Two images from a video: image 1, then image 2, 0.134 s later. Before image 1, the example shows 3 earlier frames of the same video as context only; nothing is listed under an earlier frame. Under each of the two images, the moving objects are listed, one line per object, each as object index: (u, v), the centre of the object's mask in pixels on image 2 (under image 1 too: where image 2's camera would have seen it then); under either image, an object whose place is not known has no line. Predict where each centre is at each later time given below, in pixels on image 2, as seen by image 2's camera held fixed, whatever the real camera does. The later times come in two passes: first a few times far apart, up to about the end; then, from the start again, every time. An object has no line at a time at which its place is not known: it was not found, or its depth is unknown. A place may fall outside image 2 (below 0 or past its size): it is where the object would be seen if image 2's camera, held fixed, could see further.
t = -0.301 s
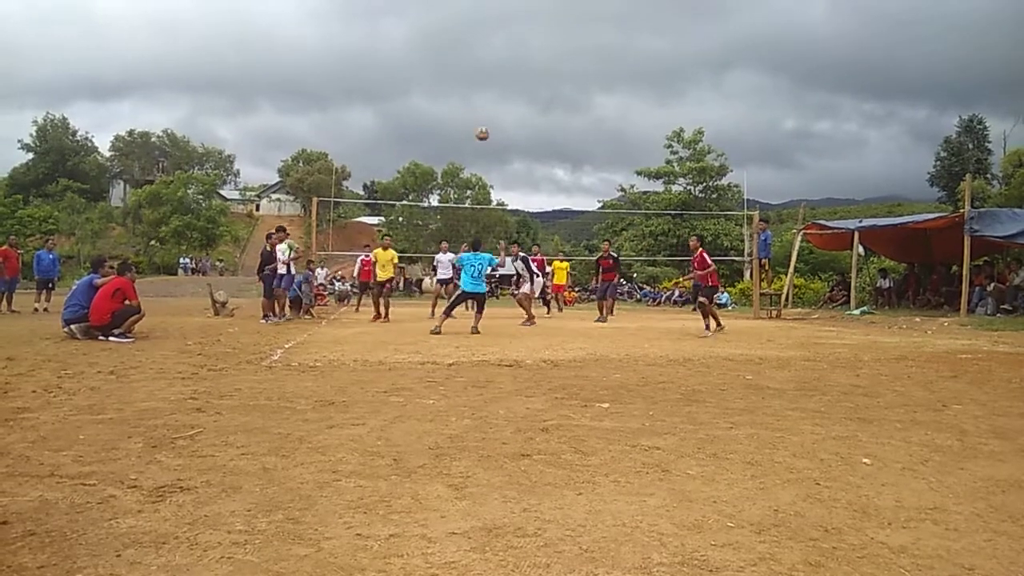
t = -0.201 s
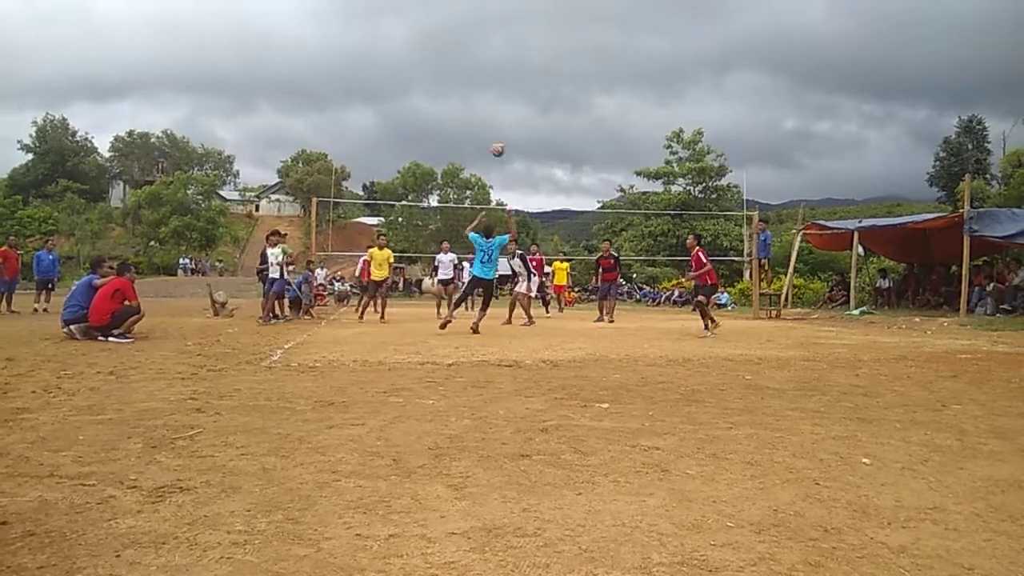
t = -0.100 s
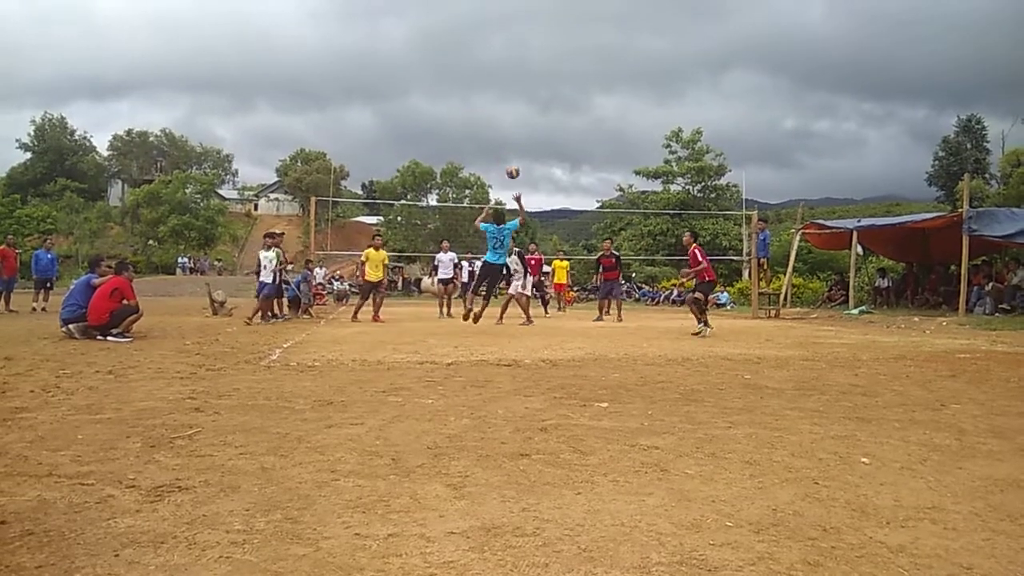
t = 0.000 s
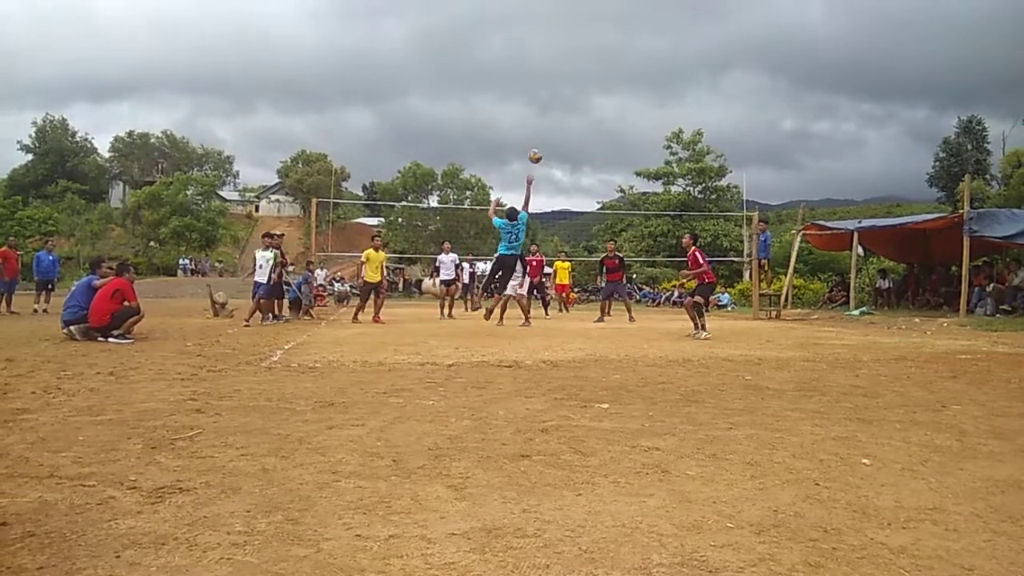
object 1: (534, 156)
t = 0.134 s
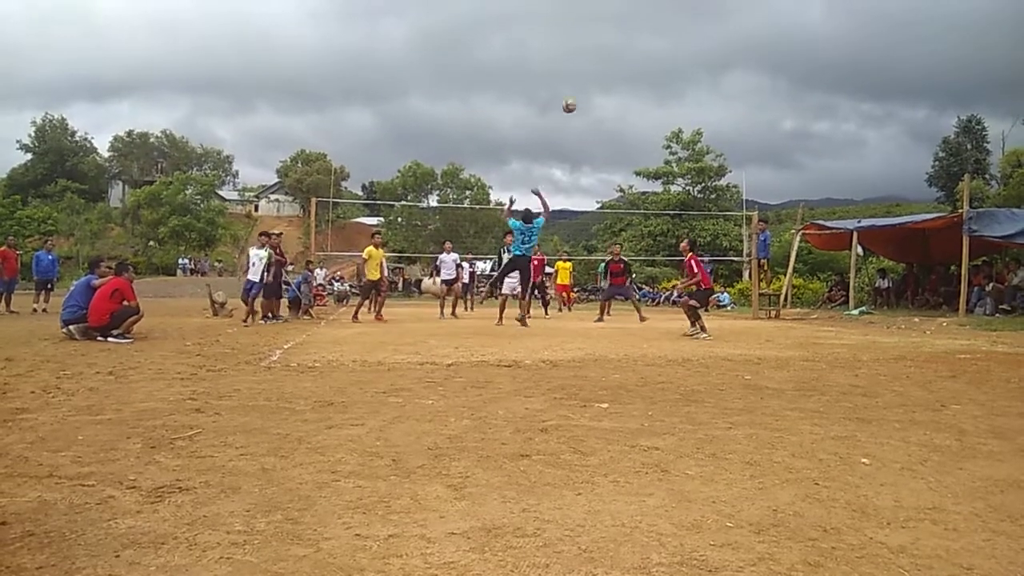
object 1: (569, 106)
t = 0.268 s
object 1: (601, 68)
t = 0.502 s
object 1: (654, 30)
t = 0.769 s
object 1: (711, 30)
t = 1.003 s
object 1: (757, 68)
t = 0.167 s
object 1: (577, 95)
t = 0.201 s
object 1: (585, 85)
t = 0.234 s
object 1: (593, 77)
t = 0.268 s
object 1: (601, 68)
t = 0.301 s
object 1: (609, 60)
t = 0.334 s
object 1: (617, 53)
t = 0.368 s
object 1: (625, 47)
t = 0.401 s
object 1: (632, 42)
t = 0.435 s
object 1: (640, 37)
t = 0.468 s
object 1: (647, 34)
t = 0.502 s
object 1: (654, 30)
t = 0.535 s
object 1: (662, 28)
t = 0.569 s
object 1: (669, 25)
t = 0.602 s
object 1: (676, 25)
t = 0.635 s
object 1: (683, 24)
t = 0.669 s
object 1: (690, 25)
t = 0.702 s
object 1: (697, 27)
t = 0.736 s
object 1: (704, 28)
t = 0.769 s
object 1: (711, 30)
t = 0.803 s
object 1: (718, 34)
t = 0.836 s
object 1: (724, 37)
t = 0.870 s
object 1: (731, 43)
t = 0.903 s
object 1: (738, 48)
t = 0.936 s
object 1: (744, 54)
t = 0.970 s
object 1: (751, 61)
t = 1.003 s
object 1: (757, 68)
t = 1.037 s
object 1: (763, 76)
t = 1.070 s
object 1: (770, 85)
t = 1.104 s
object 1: (776, 95)
